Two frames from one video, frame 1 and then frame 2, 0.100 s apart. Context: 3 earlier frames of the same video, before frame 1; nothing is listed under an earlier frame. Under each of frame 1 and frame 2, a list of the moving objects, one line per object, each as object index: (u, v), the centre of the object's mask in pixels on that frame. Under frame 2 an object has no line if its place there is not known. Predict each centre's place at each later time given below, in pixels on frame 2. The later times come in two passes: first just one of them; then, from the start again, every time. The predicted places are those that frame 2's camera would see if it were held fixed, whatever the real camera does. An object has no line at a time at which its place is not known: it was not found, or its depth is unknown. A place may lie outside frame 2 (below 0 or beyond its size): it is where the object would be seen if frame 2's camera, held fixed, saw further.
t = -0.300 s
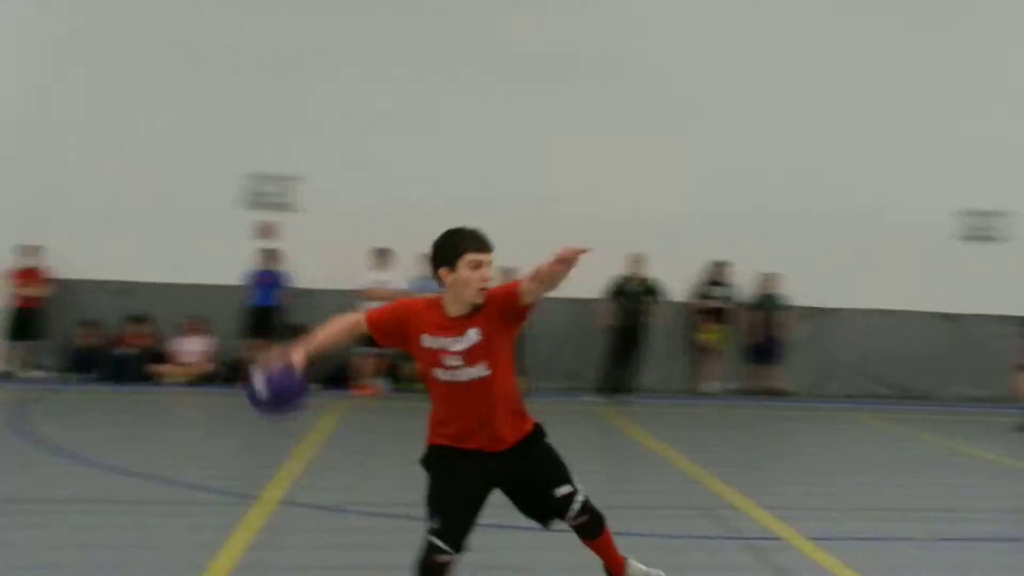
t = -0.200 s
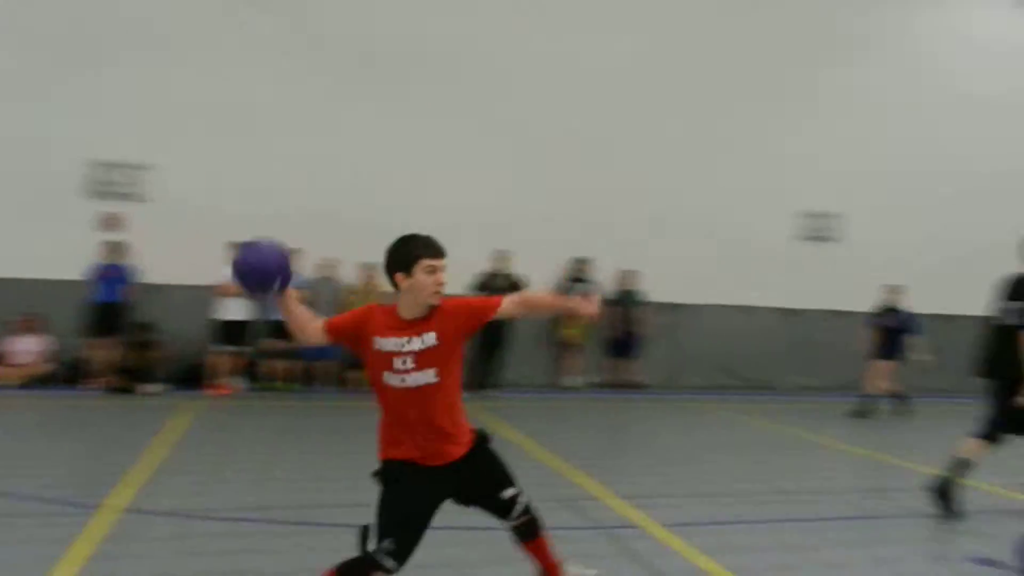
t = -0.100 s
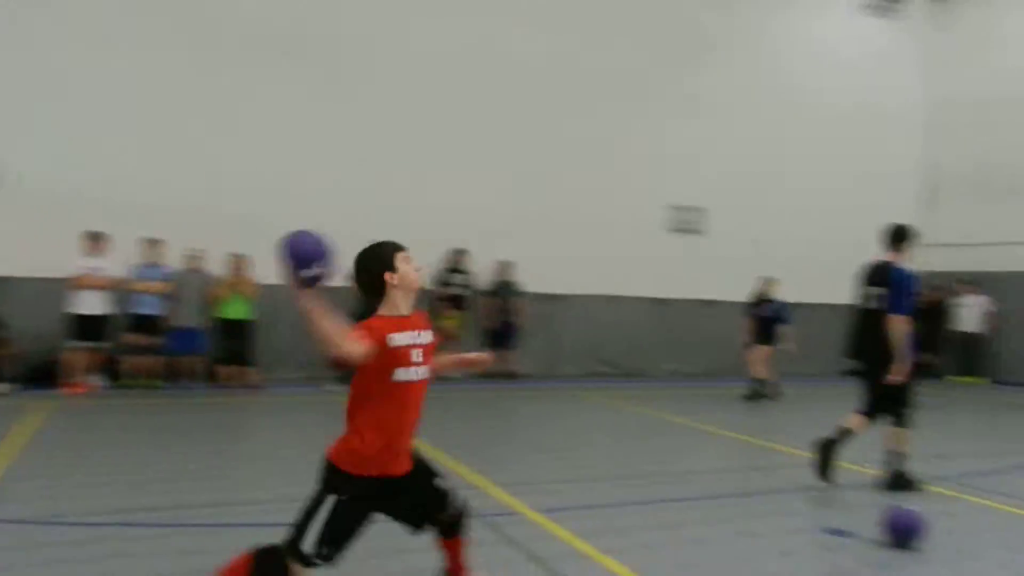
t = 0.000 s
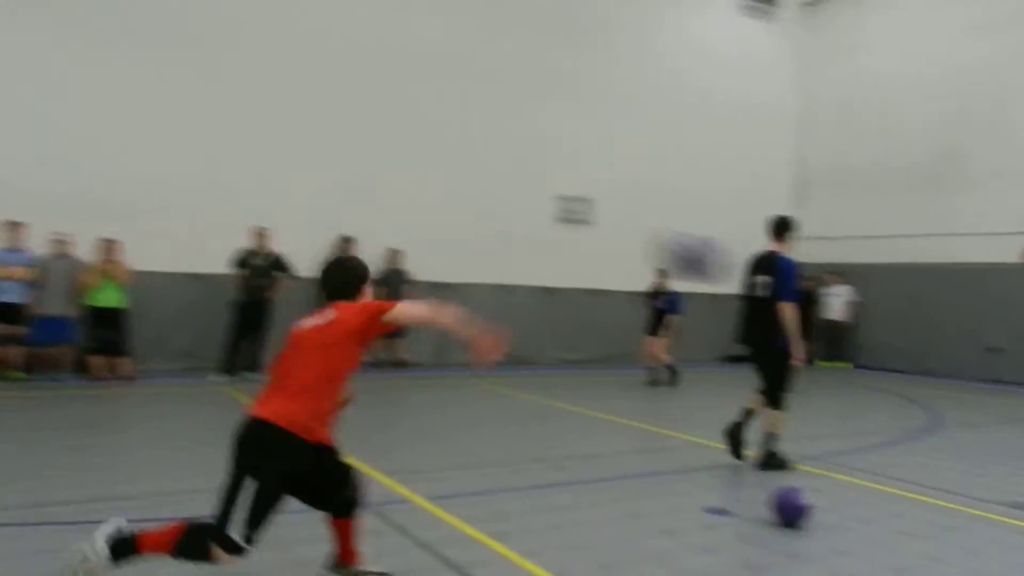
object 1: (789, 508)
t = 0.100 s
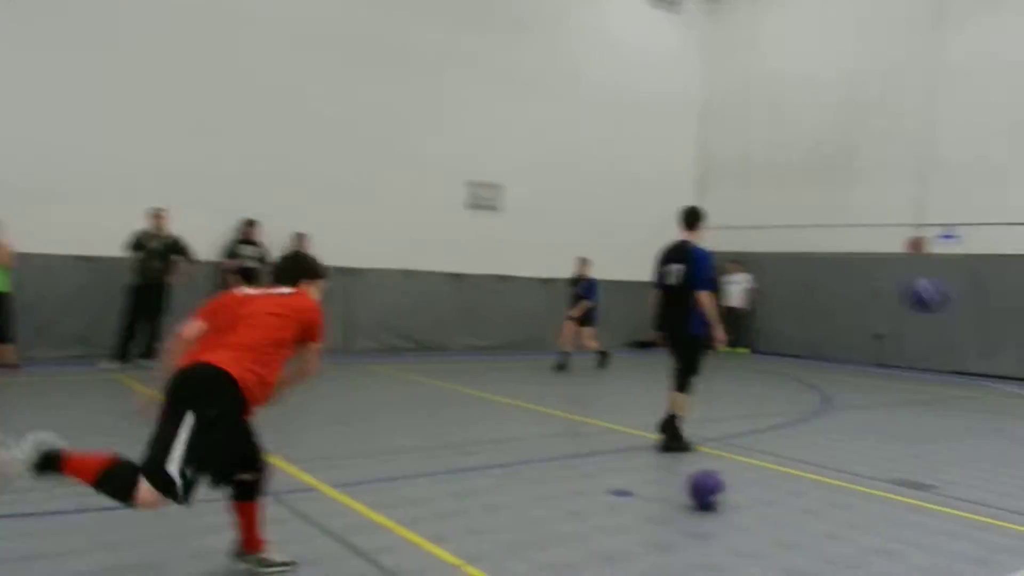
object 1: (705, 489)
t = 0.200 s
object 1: (721, 493)
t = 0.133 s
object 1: (713, 491)
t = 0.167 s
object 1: (717, 491)
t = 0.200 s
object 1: (721, 493)
